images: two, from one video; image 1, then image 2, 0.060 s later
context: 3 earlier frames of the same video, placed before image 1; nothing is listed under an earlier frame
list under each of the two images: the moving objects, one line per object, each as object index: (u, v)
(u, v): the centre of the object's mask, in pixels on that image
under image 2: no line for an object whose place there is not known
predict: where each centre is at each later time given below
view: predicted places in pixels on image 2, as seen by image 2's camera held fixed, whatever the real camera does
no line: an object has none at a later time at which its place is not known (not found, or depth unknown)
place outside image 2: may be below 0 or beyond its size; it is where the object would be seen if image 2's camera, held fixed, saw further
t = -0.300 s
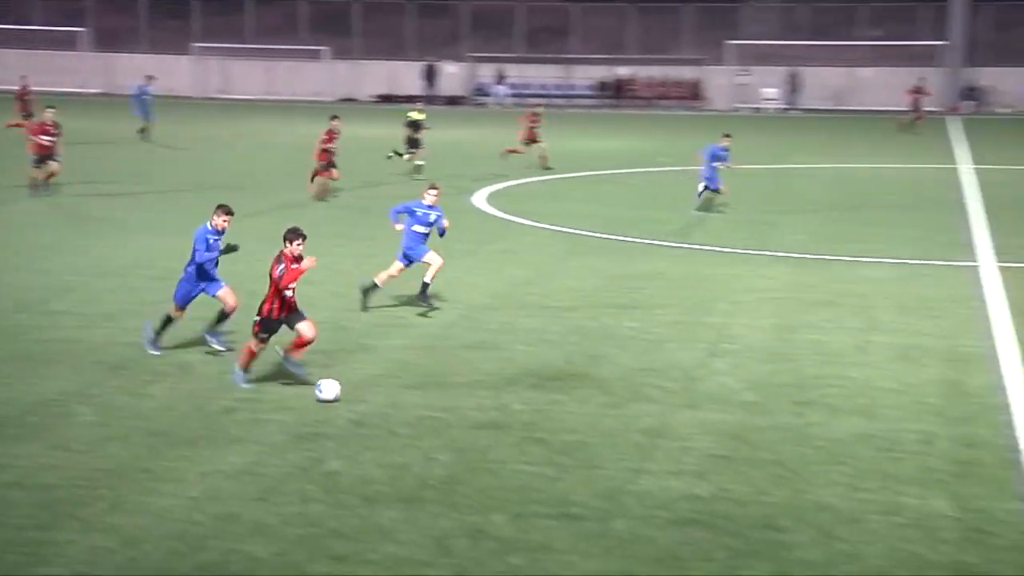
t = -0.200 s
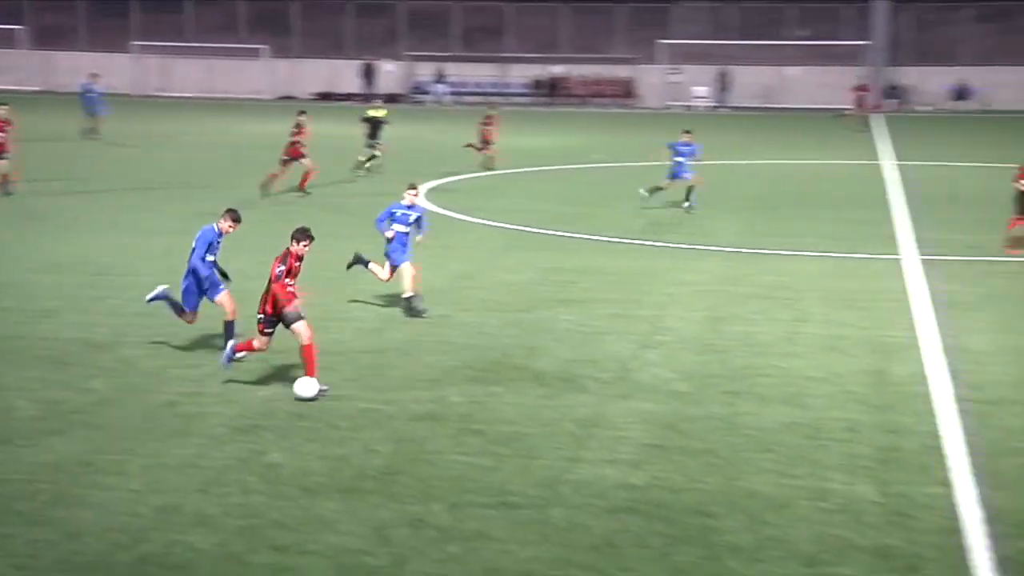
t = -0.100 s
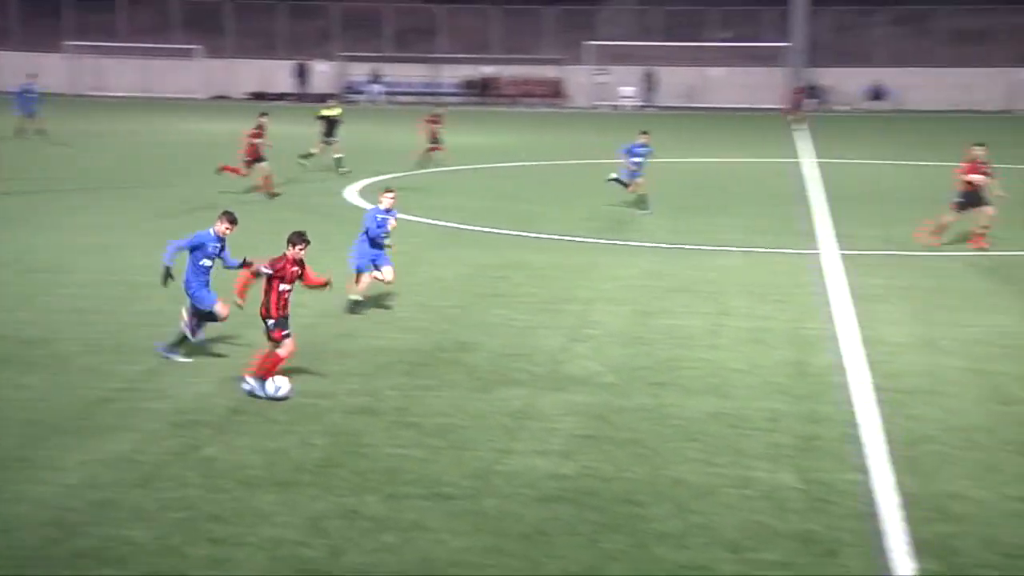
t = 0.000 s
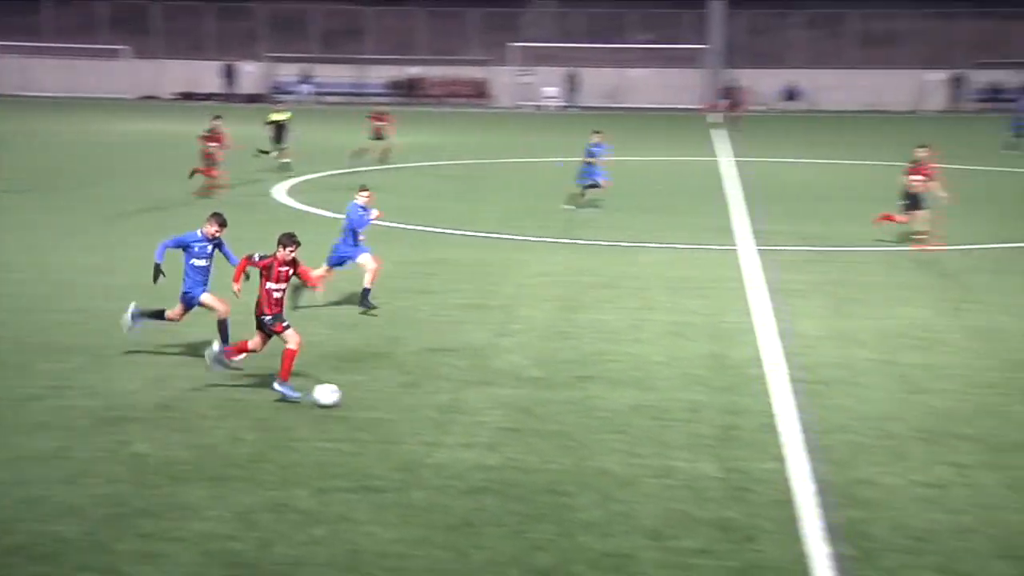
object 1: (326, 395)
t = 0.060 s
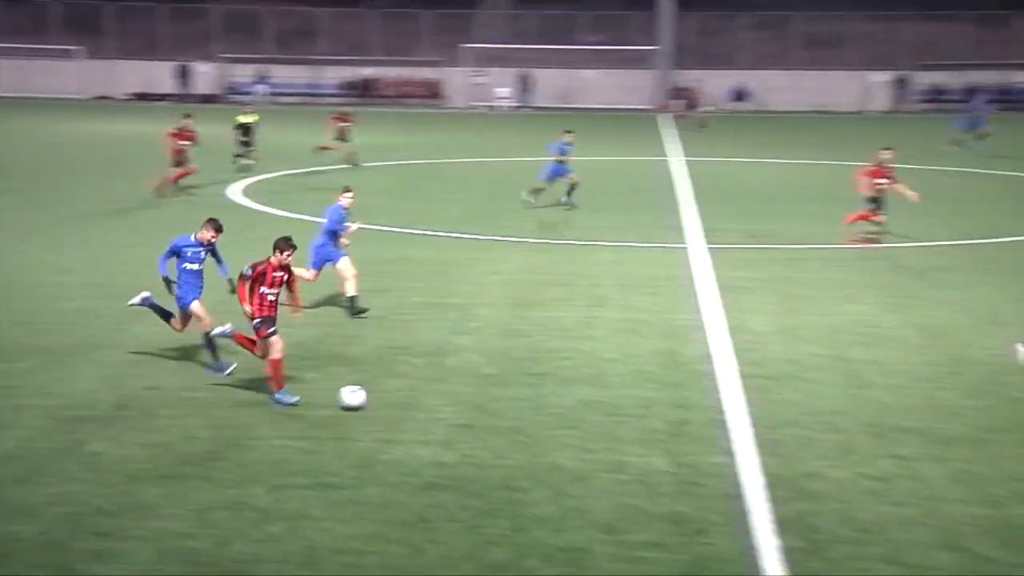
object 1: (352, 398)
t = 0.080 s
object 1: (375, 399)
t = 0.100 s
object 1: (398, 401)
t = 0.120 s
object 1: (421, 403)
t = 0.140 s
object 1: (444, 406)
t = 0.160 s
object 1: (467, 408)
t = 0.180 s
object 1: (490, 409)
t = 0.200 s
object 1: (511, 411)
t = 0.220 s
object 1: (534, 413)
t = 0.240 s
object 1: (556, 415)
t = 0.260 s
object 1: (579, 418)
